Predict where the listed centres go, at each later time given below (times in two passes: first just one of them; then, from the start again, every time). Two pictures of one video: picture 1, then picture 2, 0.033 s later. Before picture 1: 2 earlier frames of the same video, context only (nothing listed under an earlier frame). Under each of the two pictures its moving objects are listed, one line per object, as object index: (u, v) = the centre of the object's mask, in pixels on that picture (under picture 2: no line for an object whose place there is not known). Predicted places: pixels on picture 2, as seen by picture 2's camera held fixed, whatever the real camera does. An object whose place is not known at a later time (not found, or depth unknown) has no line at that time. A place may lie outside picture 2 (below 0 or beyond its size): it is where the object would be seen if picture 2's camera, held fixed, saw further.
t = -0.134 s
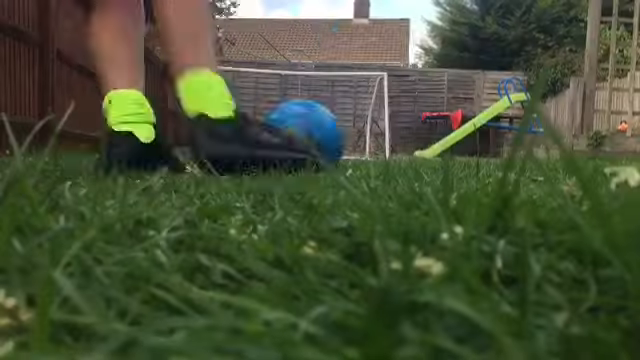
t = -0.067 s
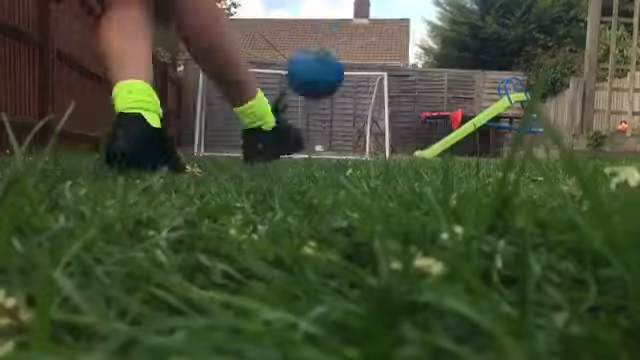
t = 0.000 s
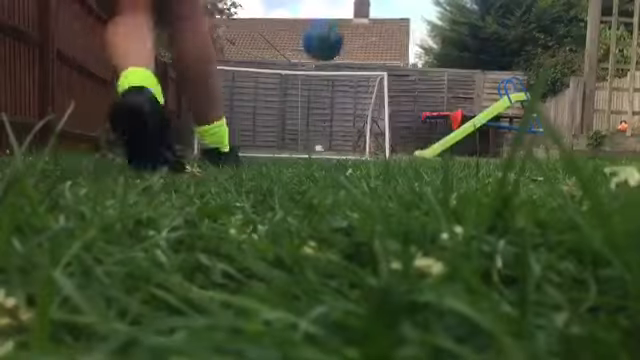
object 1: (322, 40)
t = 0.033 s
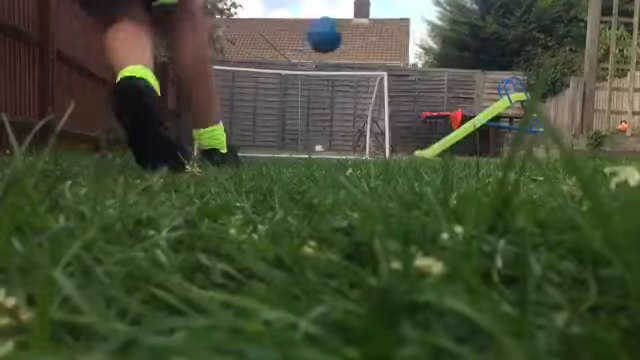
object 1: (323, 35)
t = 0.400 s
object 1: (342, 87)
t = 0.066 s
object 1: (325, 33)
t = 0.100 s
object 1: (327, 34)
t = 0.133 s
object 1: (328, 36)
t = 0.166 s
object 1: (330, 41)
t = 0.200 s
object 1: (331, 44)
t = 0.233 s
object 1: (335, 53)
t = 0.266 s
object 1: (338, 58)
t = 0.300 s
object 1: (339, 65)
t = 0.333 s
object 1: (342, 71)
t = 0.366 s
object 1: (343, 80)
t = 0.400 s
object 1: (342, 87)
